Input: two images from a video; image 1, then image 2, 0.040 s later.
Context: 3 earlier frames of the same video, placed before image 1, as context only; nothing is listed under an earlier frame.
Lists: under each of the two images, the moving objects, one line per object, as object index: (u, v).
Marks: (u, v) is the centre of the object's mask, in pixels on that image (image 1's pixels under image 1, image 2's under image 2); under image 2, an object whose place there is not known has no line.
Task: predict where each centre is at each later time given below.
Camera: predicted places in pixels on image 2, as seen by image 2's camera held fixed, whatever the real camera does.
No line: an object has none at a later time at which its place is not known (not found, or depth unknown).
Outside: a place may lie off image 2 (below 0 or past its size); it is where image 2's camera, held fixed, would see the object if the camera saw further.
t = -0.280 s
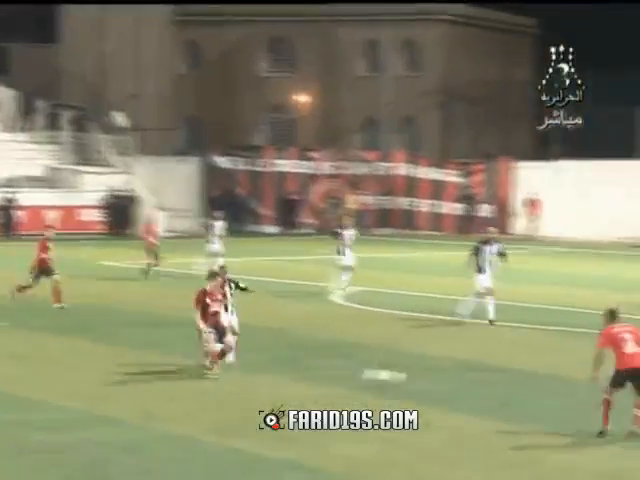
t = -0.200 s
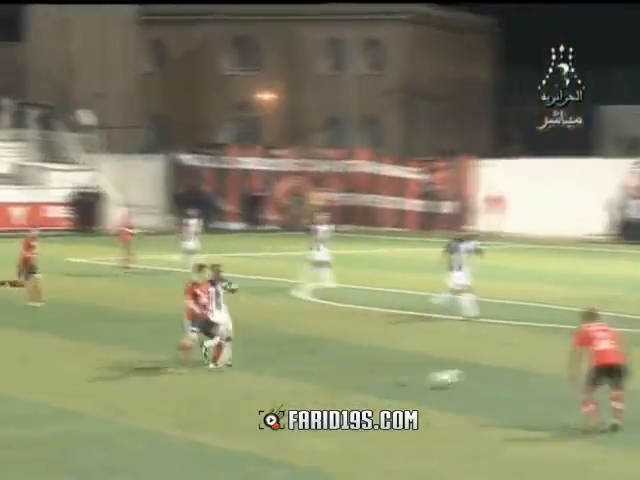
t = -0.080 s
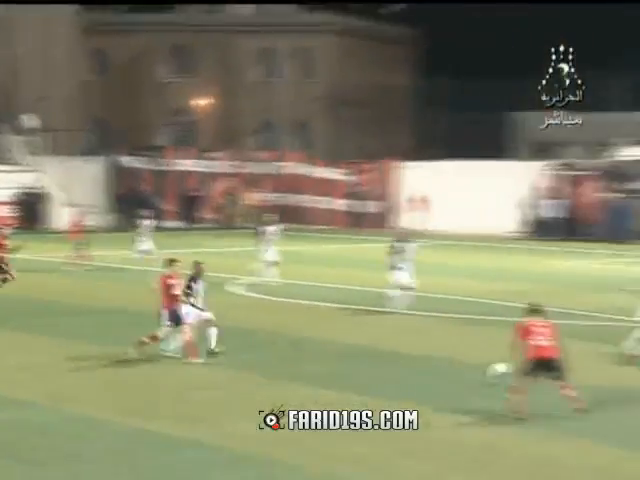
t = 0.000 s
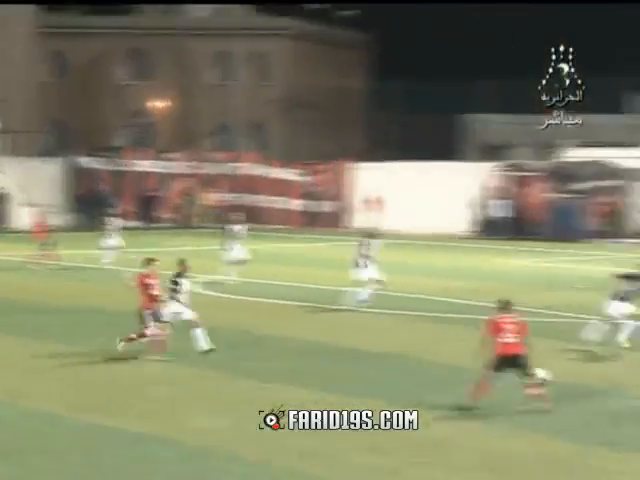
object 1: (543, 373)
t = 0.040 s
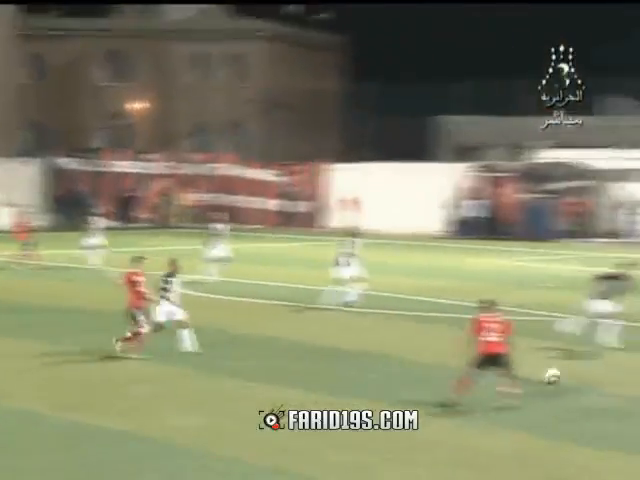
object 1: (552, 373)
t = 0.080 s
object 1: (594, 376)
